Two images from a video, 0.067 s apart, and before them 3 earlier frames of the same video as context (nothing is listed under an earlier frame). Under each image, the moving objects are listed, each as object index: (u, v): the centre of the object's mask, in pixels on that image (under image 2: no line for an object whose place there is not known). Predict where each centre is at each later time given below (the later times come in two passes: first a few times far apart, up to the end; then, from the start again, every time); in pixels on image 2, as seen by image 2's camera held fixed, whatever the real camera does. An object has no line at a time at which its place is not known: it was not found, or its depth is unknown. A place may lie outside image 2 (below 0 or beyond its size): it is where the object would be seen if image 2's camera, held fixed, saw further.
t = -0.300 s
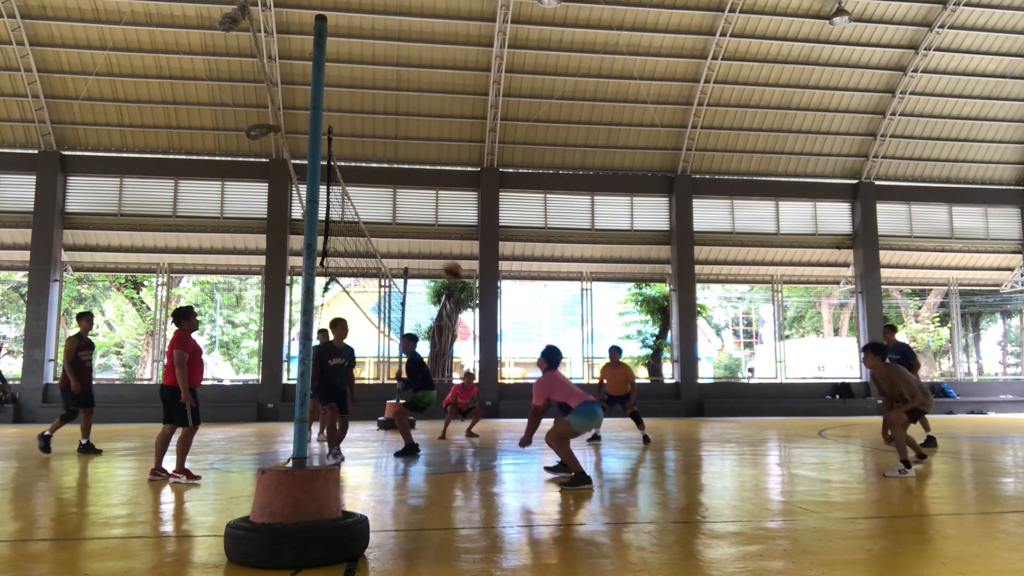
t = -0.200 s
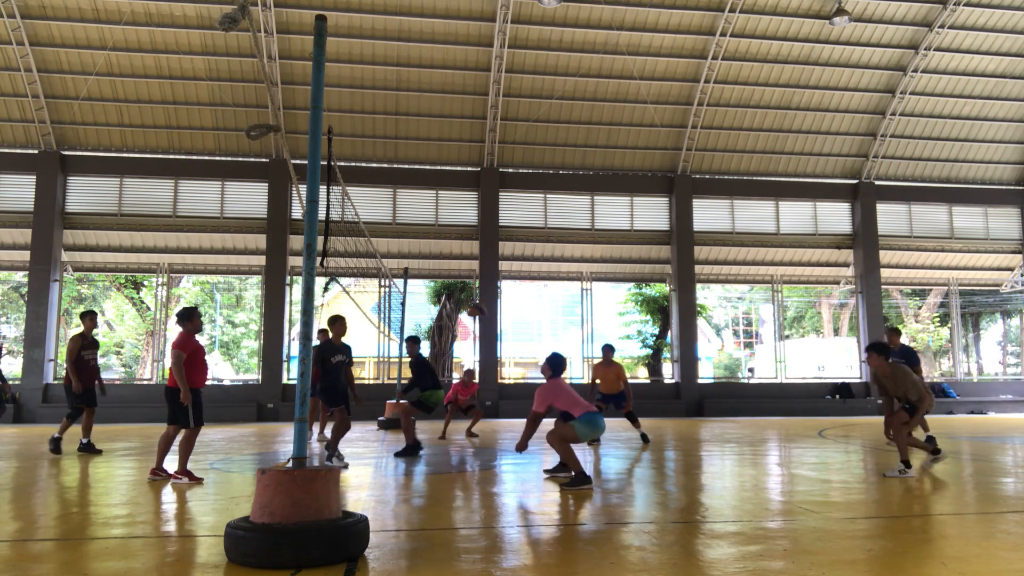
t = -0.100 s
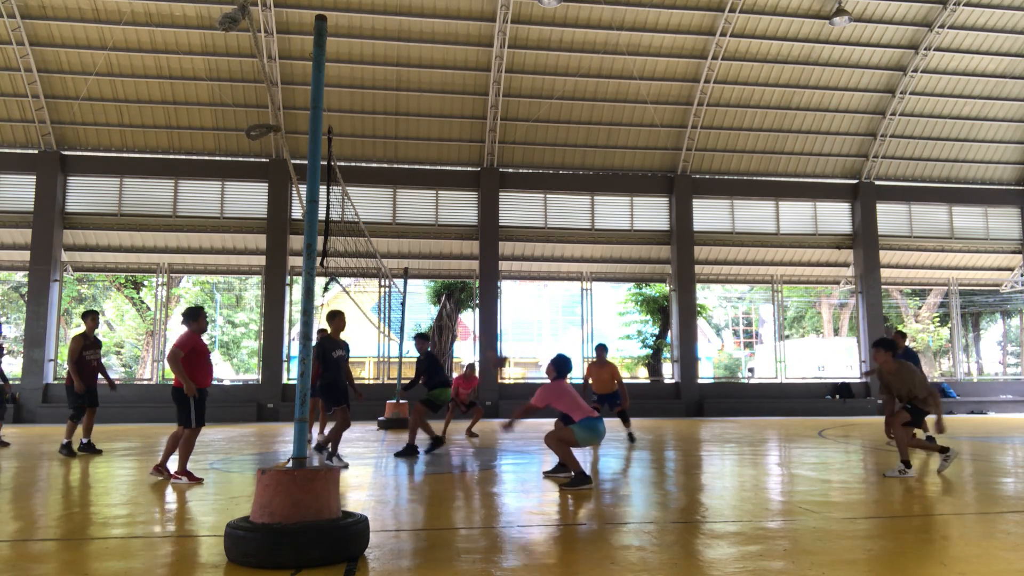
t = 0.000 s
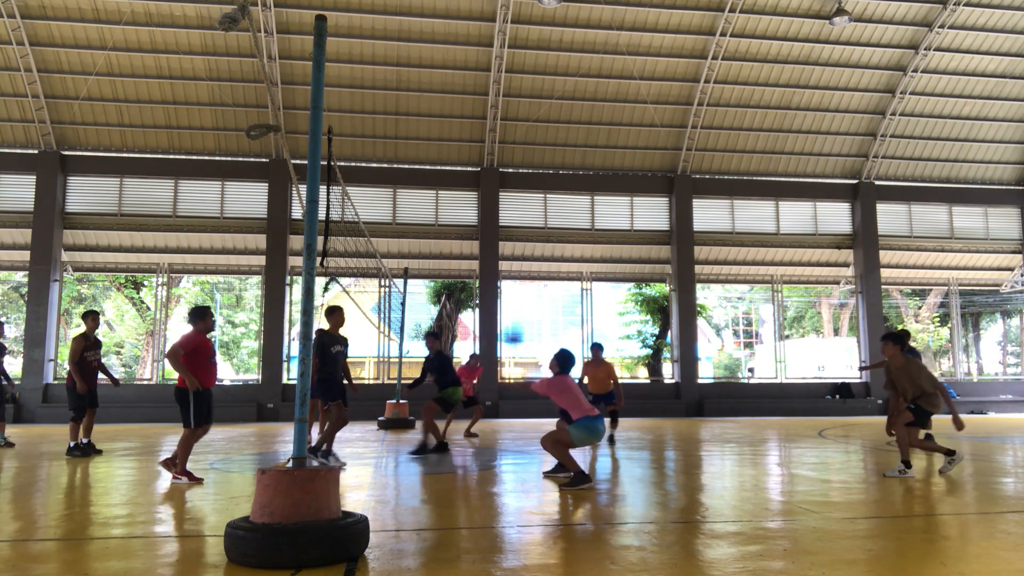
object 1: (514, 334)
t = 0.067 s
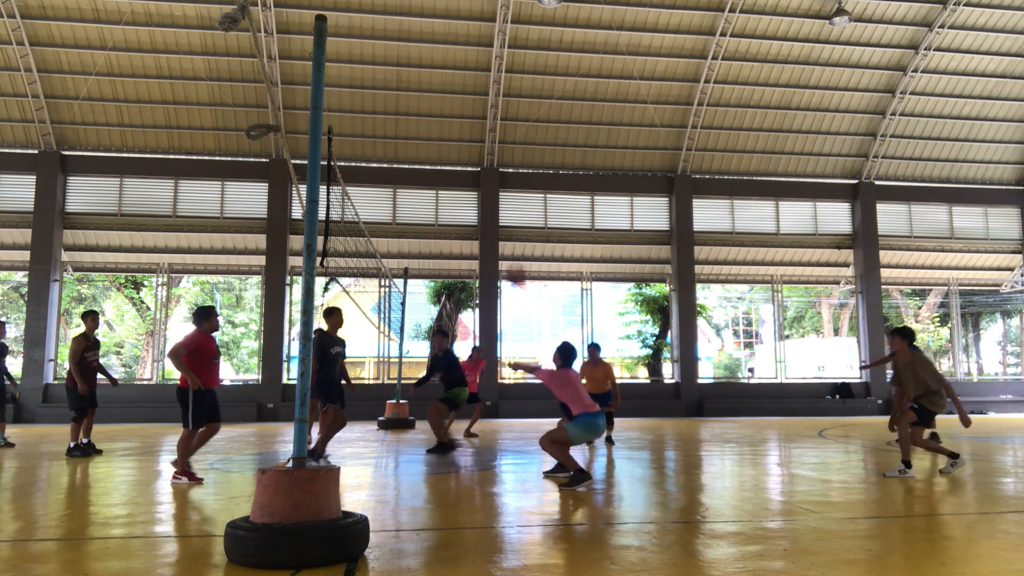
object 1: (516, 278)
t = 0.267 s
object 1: (522, 142)
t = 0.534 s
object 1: (534, 38)
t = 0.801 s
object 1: (545, 8)
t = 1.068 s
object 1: (556, 39)
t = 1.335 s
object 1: (568, 136)
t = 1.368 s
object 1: (569, 149)
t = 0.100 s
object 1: (517, 252)
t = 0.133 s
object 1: (518, 230)
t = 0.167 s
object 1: (519, 204)
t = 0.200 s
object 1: (520, 181)
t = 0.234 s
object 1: (520, 160)
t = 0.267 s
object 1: (522, 142)
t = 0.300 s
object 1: (523, 126)
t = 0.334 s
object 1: (525, 110)
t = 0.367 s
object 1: (526, 93)
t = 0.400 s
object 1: (528, 79)
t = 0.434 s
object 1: (530, 68)
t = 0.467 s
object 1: (531, 56)
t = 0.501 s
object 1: (532, 46)
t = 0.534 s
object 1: (534, 38)
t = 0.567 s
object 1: (535, 30)
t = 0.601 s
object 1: (536, 24)
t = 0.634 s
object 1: (538, 18)
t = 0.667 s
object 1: (539, 14)
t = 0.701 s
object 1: (540, 11)
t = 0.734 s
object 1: (542, 9)
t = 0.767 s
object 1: (543, 8)
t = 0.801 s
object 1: (545, 8)
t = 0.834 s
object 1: (546, 8)
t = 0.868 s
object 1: (547, 9)
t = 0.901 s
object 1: (549, 11)
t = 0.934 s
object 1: (551, 15)
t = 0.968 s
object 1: (552, 19)
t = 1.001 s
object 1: (553, 25)
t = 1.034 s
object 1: (554, 31)
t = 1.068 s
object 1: (556, 39)
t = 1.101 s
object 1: (557, 47)
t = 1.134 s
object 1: (559, 58)
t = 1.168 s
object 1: (561, 67)
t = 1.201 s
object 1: (562, 77)
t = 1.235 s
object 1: (564, 91)
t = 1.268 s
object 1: (565, 104)
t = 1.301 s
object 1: (566, 119)
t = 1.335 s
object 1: (568, 136)
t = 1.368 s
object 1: (569, 149)
